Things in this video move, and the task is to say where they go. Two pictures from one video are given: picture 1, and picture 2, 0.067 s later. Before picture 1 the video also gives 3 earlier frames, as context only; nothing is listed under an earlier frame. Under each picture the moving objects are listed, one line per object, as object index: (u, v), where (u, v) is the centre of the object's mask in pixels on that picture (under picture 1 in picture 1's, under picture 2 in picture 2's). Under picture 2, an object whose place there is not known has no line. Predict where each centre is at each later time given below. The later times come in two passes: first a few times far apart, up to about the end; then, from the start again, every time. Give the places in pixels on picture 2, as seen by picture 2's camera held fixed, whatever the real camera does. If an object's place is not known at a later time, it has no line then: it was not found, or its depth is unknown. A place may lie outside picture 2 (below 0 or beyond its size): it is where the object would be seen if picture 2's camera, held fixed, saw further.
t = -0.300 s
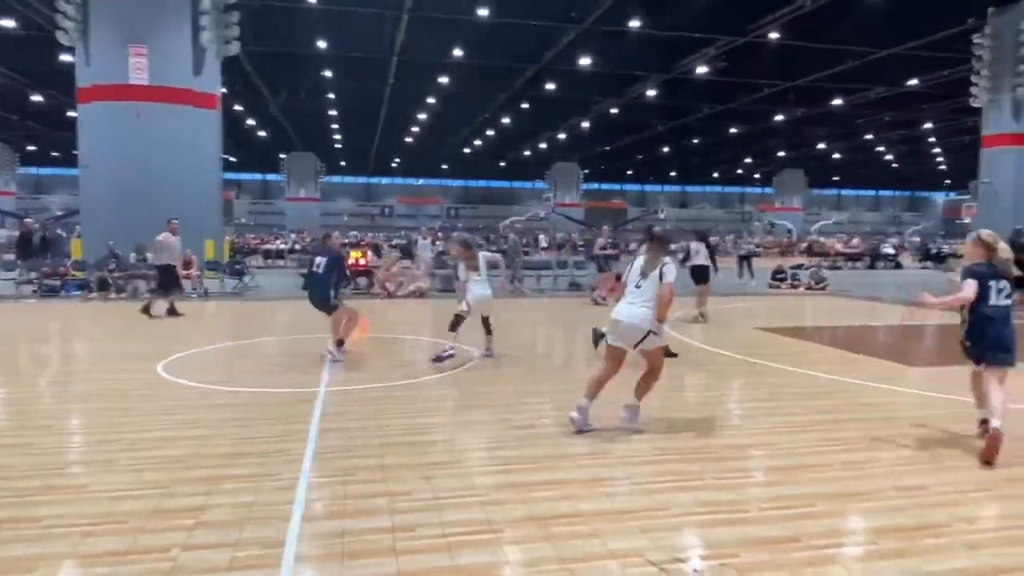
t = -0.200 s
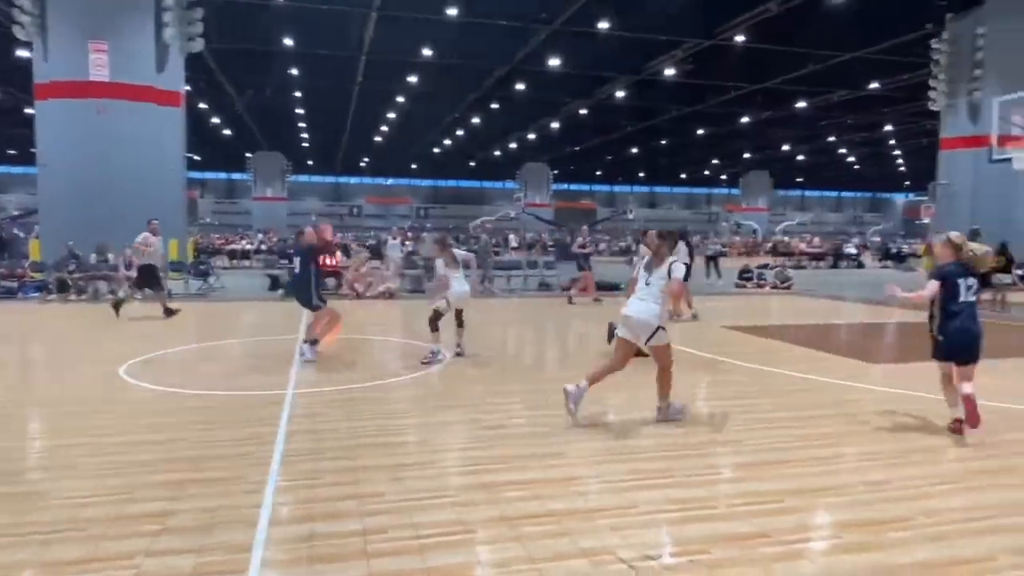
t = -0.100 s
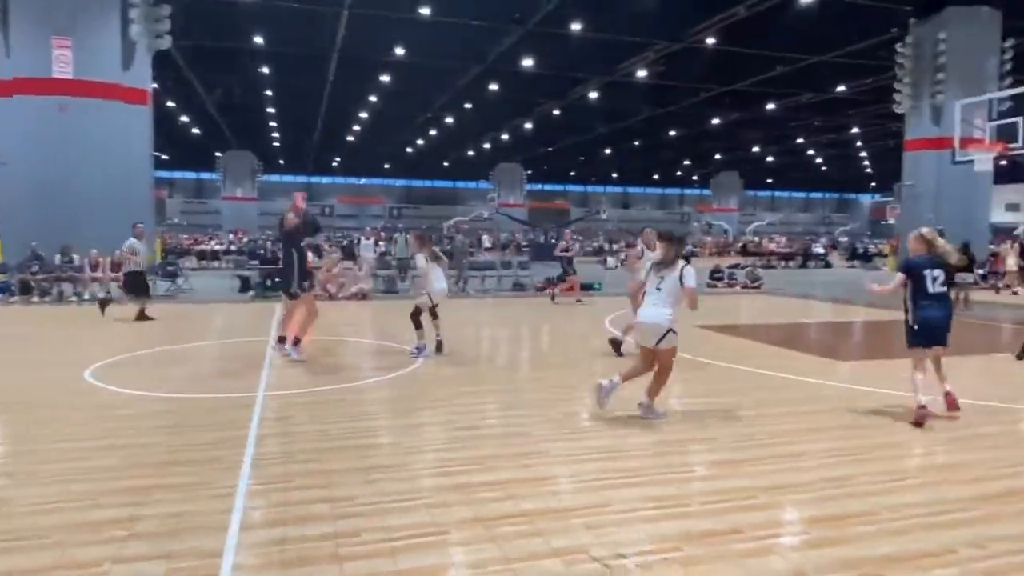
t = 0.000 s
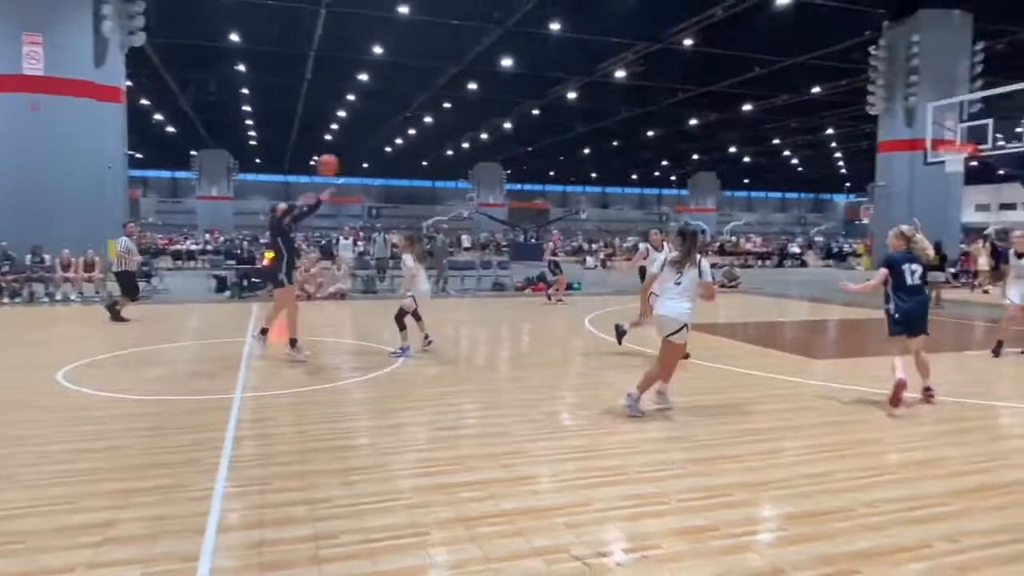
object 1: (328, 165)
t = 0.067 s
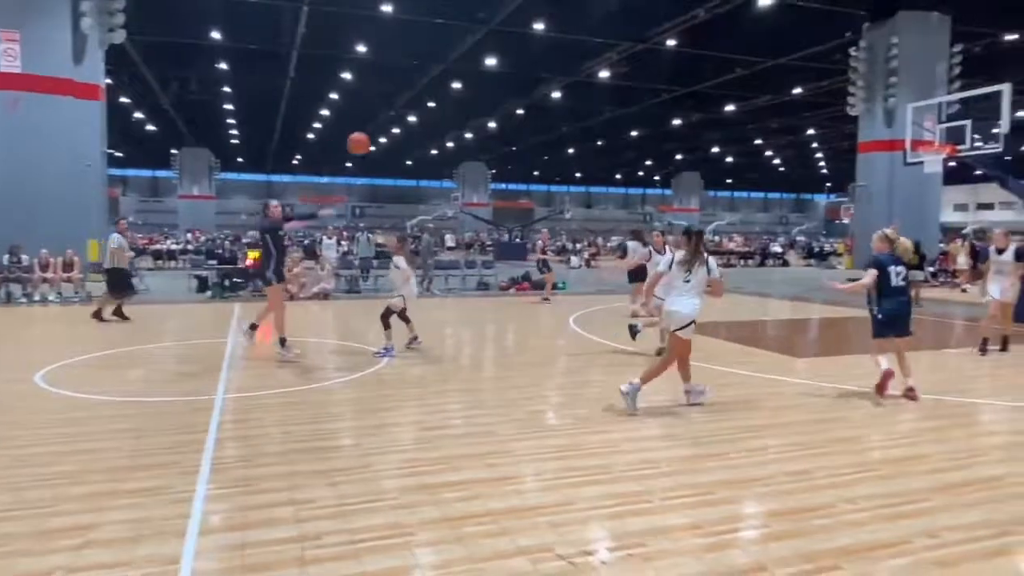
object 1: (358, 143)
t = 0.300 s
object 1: (552, 95)
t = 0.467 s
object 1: (717, 92)
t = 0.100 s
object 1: (383, 134)
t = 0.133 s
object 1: (410, 125)
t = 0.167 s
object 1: (436, 118)
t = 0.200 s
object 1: (464, 111)
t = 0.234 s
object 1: (493, 104)
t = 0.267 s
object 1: (522, 99)
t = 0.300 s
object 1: (552, 95)
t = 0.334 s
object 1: (583, 92)
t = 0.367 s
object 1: (615, 90)
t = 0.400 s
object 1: (649, 89)
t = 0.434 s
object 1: (683, 90)
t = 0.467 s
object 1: (717, 92)
